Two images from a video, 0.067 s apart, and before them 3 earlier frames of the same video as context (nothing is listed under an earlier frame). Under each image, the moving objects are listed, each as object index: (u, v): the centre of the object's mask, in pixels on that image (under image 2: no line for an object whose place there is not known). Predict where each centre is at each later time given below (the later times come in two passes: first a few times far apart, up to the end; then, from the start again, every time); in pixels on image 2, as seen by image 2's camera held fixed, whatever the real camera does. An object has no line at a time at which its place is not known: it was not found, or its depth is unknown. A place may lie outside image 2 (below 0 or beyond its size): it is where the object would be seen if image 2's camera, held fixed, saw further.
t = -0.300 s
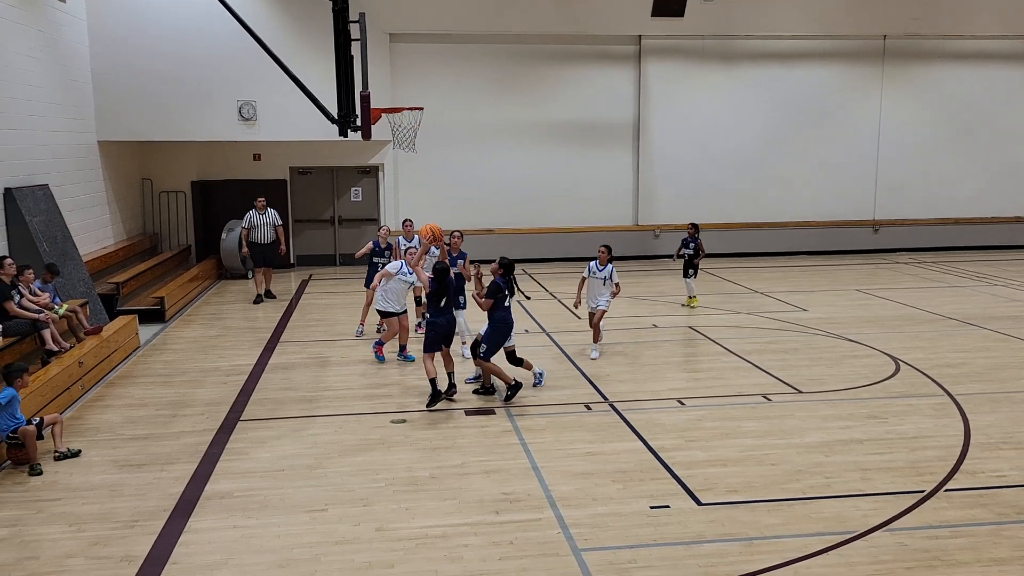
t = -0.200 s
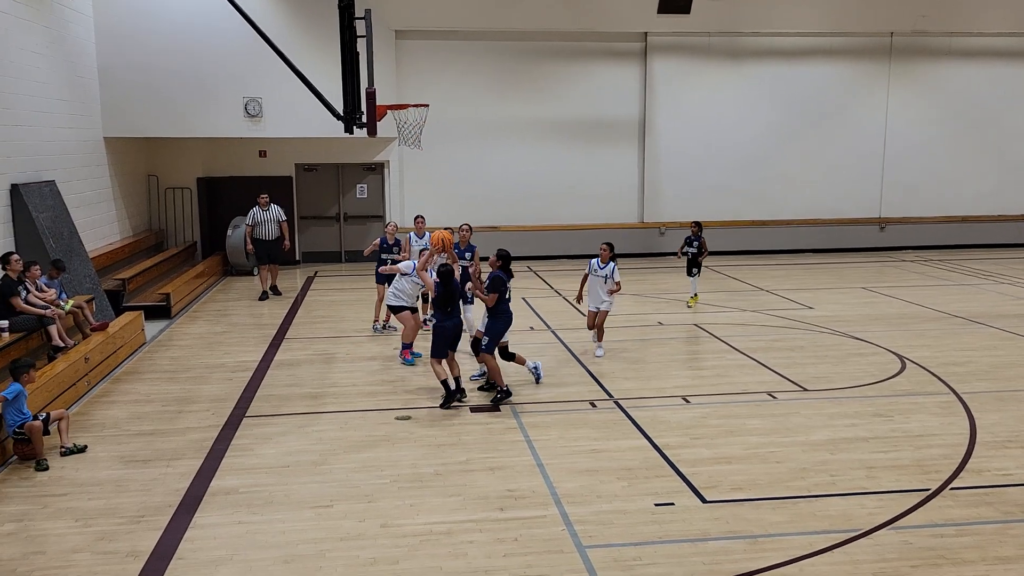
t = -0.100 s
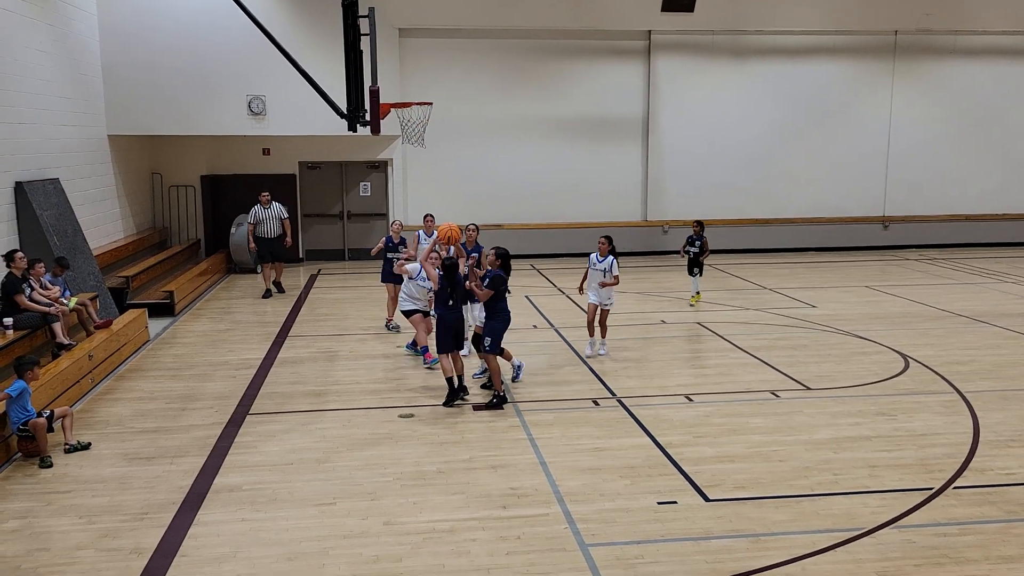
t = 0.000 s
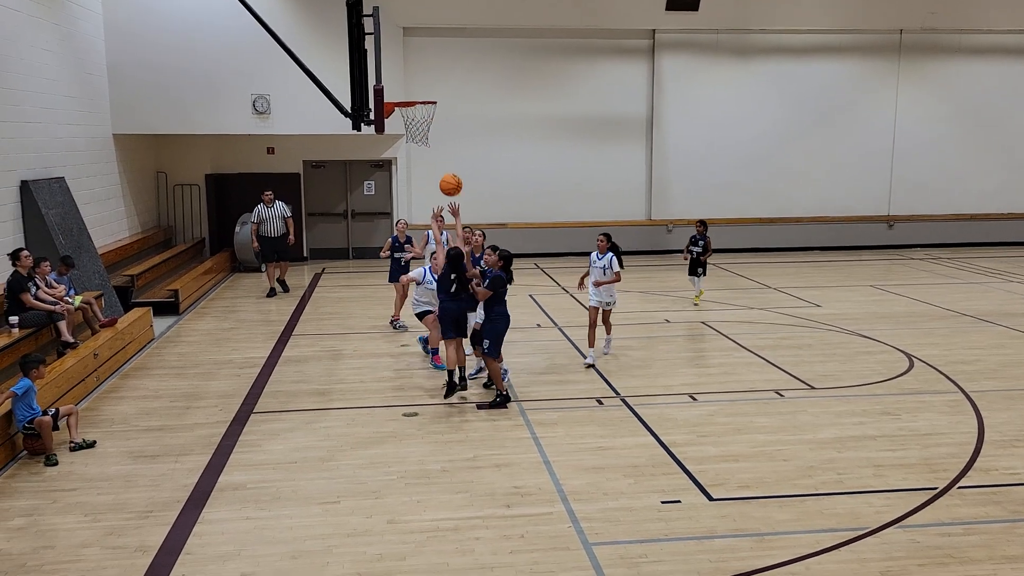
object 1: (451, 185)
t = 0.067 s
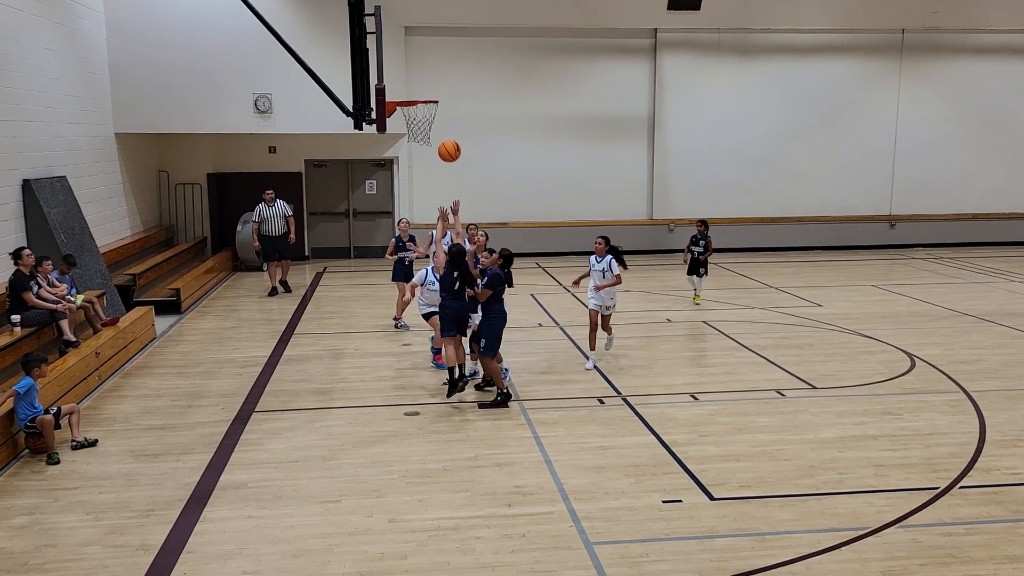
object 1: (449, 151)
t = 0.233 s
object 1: (442, 89)
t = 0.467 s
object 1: (434, 52)
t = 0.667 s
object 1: (428, 61)
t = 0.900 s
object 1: (418, 98)
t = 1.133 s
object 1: (424, 114)
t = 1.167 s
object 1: (424, 118)
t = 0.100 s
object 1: (448, 136)
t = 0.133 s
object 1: (446, 122)
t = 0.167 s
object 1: (445, 110)
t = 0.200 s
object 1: (444, 98)
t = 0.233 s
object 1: (442, 89)
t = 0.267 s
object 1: (441, 80)
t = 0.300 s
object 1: (440, 72)
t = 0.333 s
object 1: (439, 66)
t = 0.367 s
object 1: (437, 61)
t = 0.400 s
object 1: (436, 57)
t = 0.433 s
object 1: (435, 54)
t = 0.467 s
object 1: (434, 52)
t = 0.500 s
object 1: (433, 50)
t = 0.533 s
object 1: (432, 51)
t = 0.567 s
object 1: (431, 52)
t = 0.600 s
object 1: (430, 54)
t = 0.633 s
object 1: (429, 57)
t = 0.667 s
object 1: (428, 61)
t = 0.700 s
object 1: (427, 66)
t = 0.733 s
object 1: (426, 71)
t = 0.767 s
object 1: (425, 78)
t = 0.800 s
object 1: (424, 86)
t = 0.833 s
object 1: (423, 93)
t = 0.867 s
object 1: (422, 97)
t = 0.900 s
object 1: (418, 98)
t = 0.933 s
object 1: (415, 100)
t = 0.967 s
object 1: (412, 102)
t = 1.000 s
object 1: (415, 103)
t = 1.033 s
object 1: (418, 105)
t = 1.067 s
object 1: (421, 108)
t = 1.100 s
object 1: (423, 112)
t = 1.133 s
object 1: (424, 114)
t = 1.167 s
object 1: (424, 118)
